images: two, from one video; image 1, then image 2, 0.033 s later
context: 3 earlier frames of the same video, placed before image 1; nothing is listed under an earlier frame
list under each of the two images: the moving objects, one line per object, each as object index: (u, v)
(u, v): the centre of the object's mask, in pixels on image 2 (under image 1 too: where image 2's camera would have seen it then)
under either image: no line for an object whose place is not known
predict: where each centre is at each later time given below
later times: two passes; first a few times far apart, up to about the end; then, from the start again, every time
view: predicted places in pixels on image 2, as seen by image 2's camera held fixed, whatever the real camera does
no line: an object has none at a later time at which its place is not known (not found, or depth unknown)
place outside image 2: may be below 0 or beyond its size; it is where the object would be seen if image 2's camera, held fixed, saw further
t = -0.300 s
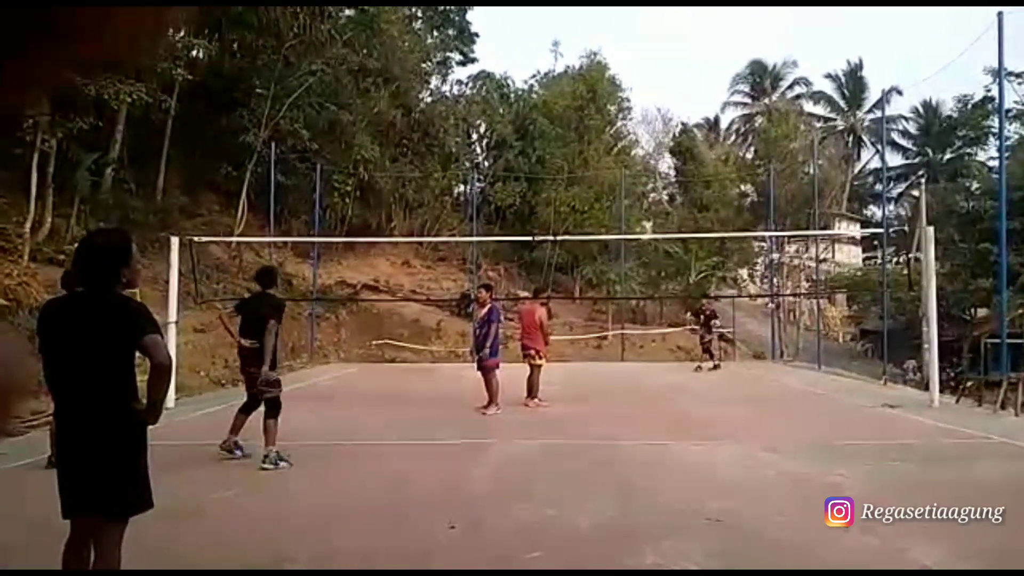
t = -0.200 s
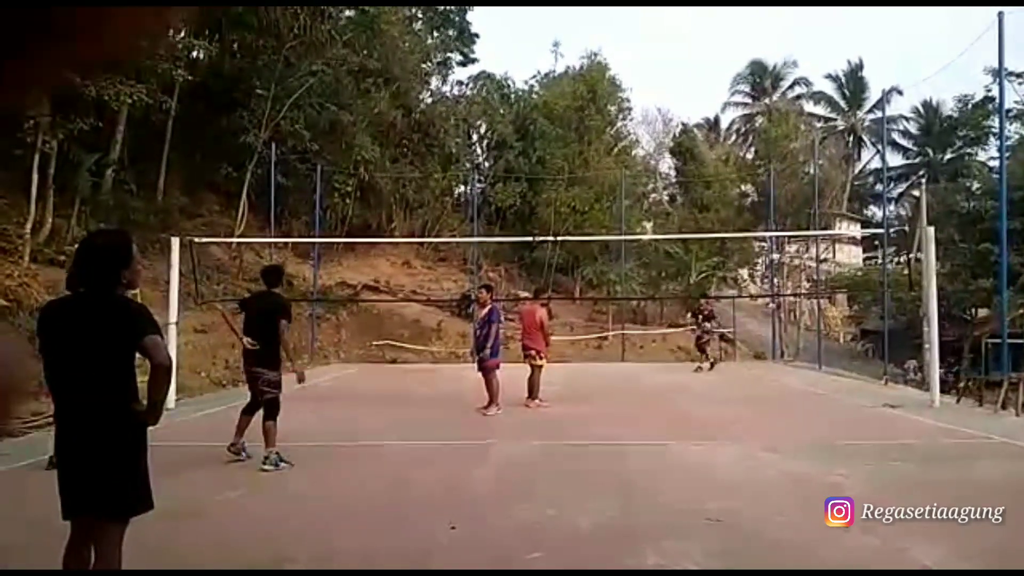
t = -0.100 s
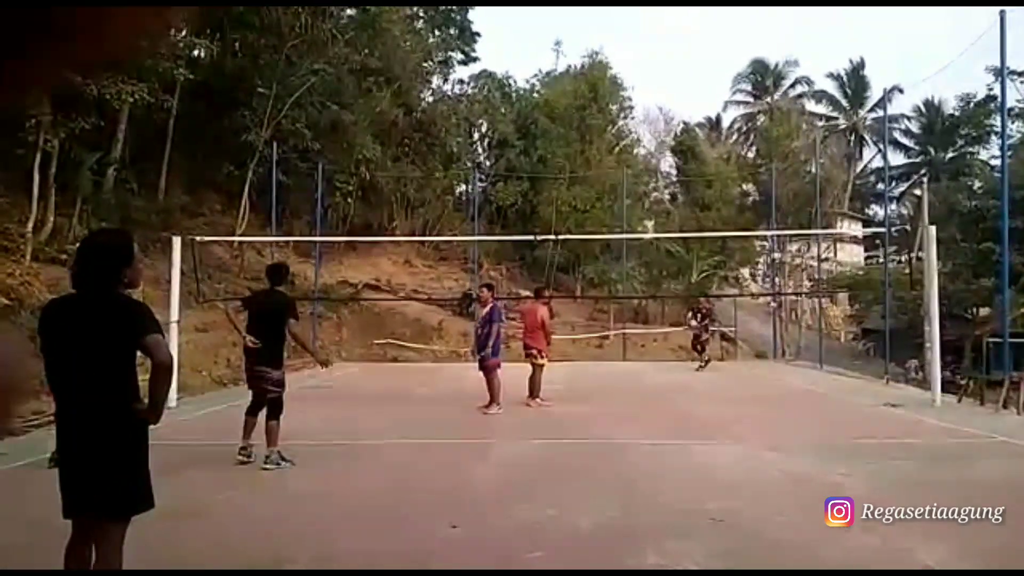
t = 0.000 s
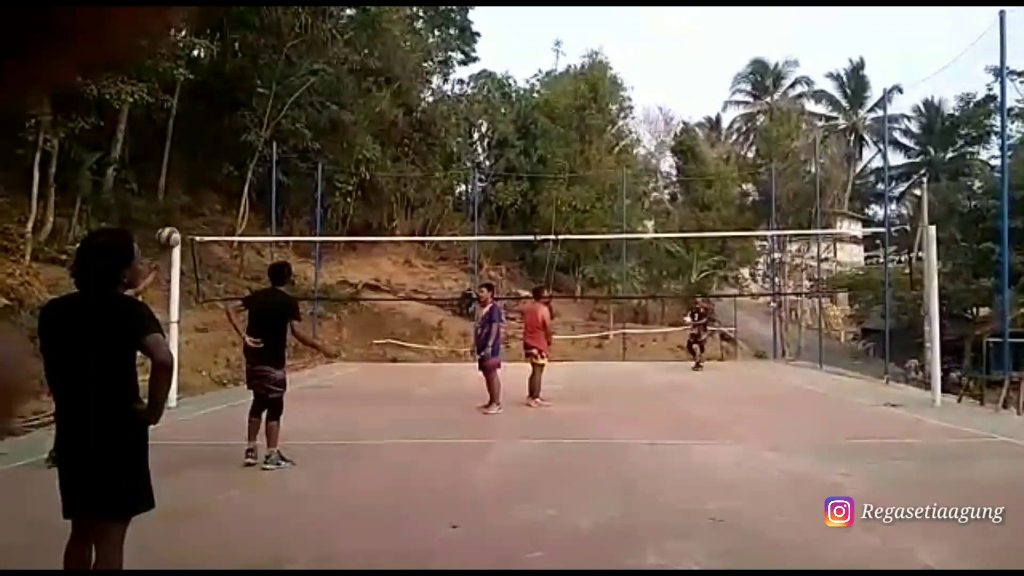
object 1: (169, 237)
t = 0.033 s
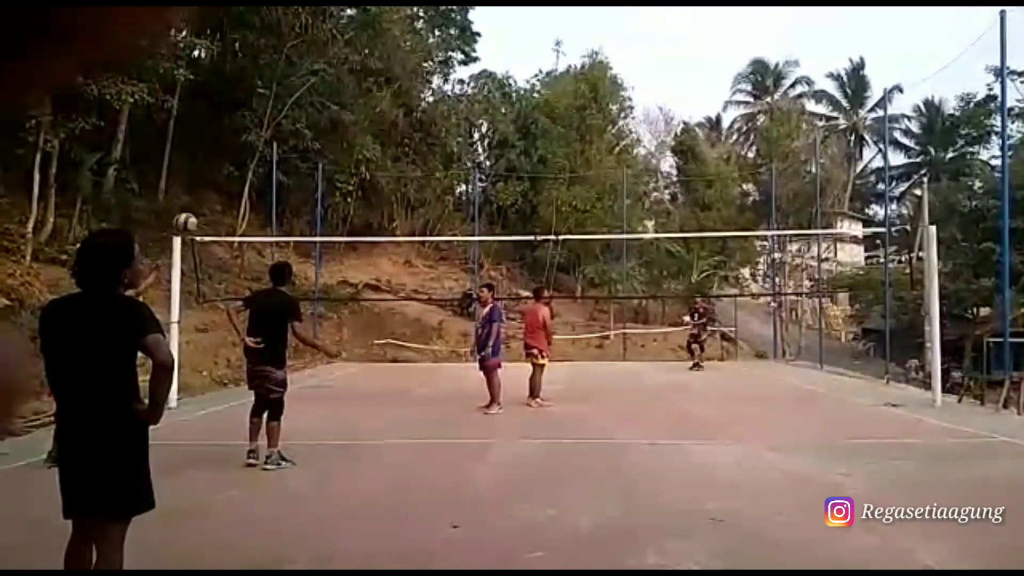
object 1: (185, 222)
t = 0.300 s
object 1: (298, 157)
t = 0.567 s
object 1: (388, 164)
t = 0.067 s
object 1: (201, 208)
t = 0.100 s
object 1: (217, 196)
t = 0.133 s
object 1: (231, 186)
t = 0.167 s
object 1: (244, 174)
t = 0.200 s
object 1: (259, 171)
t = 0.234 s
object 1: (272, 166)
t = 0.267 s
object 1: (286, 160)
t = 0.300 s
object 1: (298, 157)
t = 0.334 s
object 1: (310, 155)
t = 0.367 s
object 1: (322, 153)
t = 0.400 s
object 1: (334, 153)
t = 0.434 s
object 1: (345, 154)
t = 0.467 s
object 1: (356, 155)
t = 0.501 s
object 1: (367, 157)
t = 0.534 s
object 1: (377, 160)
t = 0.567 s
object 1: (388, 164)
